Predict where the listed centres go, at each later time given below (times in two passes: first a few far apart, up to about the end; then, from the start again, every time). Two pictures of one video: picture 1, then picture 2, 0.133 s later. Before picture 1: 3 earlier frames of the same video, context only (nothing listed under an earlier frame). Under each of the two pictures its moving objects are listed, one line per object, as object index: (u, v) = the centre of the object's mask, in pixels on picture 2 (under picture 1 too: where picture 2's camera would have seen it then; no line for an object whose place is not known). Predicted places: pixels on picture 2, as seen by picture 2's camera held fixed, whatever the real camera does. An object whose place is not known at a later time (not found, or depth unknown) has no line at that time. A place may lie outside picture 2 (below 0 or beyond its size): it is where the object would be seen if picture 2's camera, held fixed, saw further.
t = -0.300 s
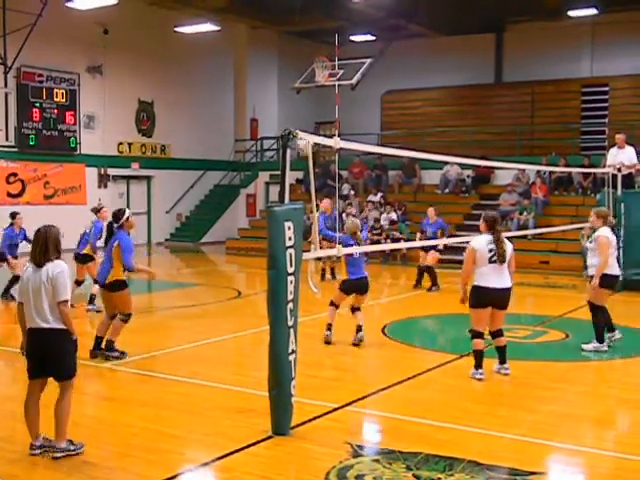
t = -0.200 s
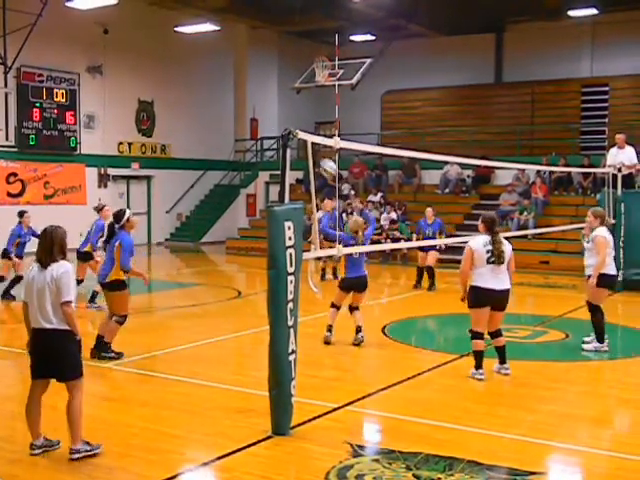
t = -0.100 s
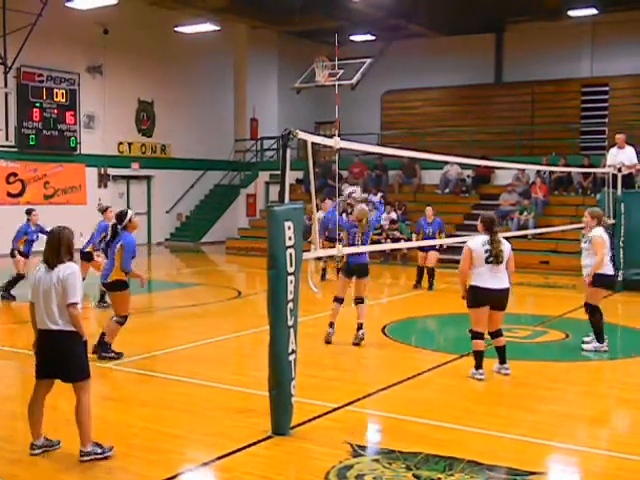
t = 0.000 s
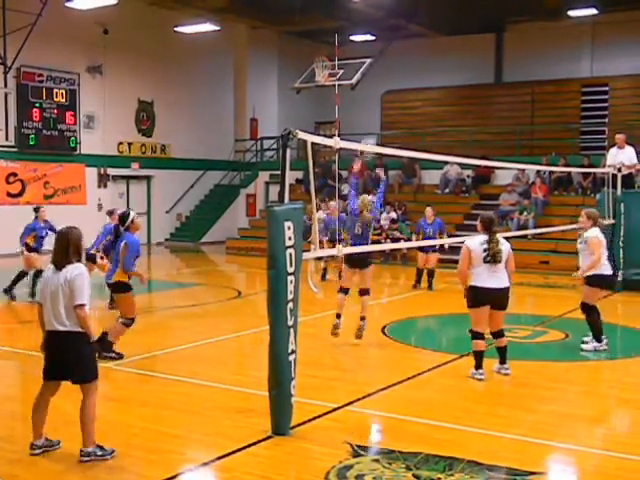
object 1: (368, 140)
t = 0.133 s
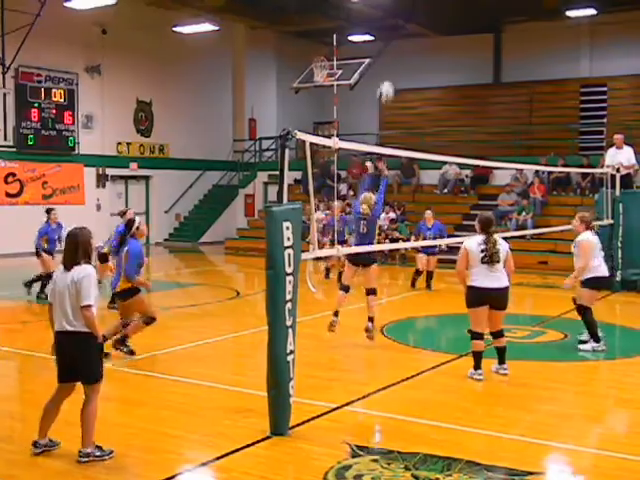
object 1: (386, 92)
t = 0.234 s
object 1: (399, 59)
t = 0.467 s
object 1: (427, 20)
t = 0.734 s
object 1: (453, 26)
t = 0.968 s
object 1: (474, 68)
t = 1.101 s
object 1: (484, 106)
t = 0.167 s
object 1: (390, 80)
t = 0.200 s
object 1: (394, 69)
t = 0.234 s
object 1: (399, 59)
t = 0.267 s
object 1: (403, 51)
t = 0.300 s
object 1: (408, 44)
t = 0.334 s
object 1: (412, 38)
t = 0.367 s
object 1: (416, 32)
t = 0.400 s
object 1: (419, 27)
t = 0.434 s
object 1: (423, 24)
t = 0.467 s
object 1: (427, 20)
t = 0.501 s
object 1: (431, 18)
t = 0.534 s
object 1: (434, 17)
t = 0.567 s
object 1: (438, 17)
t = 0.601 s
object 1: (441, 17)
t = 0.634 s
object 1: (444, 18)
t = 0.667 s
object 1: (447, 20)
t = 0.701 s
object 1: (450, 23)
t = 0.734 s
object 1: (453, 26)
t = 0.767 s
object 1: (456, 30)
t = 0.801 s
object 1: (460, 35)
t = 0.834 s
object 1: (462, 40)
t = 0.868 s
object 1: (466, 46)
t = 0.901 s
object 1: (468, 53)
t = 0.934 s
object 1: (471, 60)
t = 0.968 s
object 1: (474, 68)
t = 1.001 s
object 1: (477, 76)
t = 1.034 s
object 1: (479, 85)
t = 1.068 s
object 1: (482, 95)
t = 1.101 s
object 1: (484, 106)
